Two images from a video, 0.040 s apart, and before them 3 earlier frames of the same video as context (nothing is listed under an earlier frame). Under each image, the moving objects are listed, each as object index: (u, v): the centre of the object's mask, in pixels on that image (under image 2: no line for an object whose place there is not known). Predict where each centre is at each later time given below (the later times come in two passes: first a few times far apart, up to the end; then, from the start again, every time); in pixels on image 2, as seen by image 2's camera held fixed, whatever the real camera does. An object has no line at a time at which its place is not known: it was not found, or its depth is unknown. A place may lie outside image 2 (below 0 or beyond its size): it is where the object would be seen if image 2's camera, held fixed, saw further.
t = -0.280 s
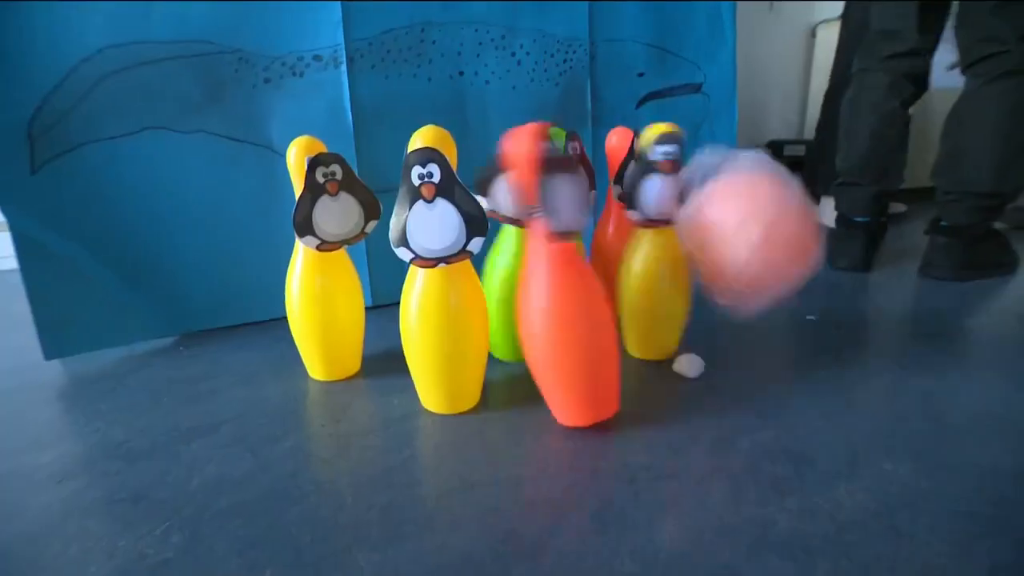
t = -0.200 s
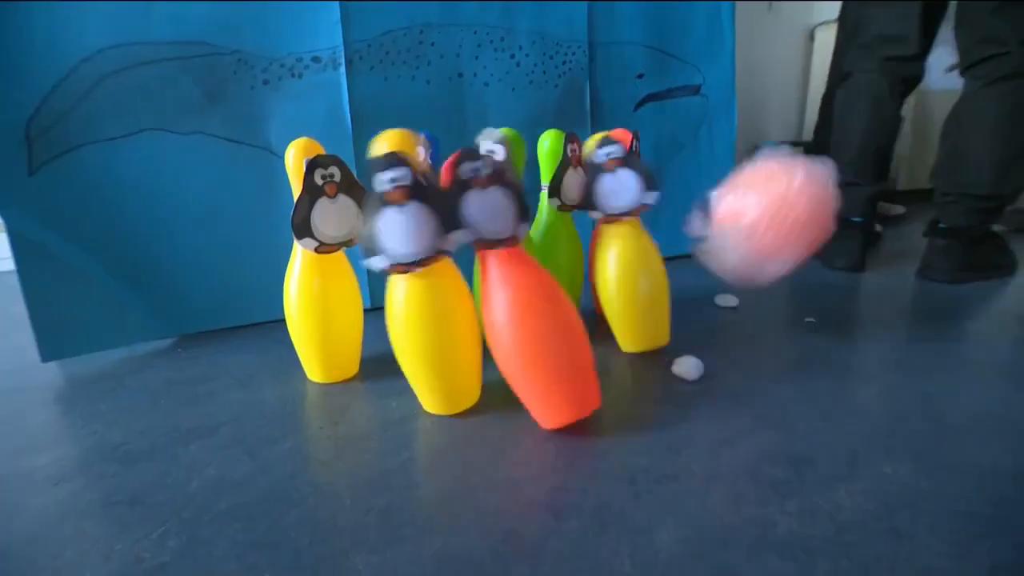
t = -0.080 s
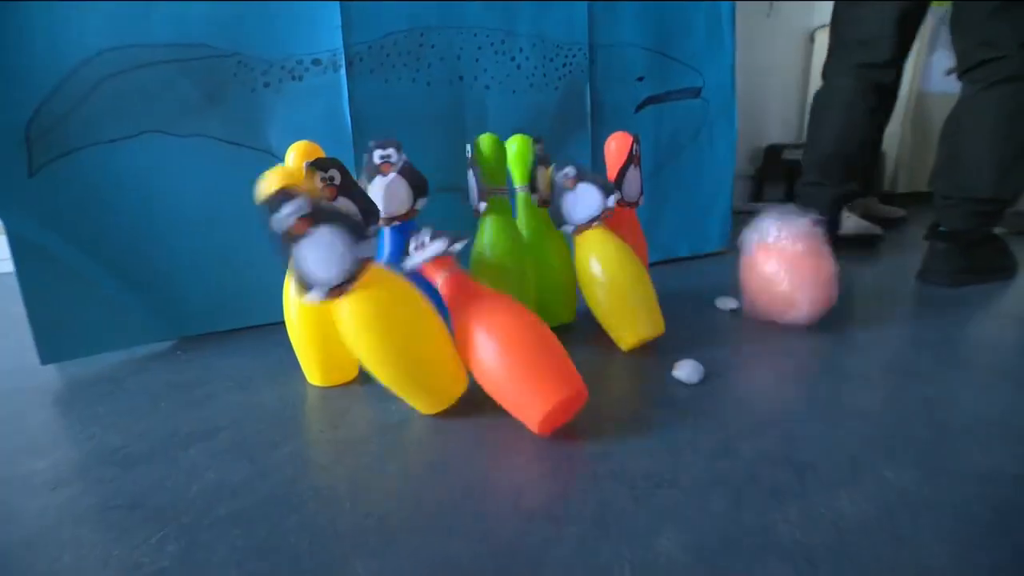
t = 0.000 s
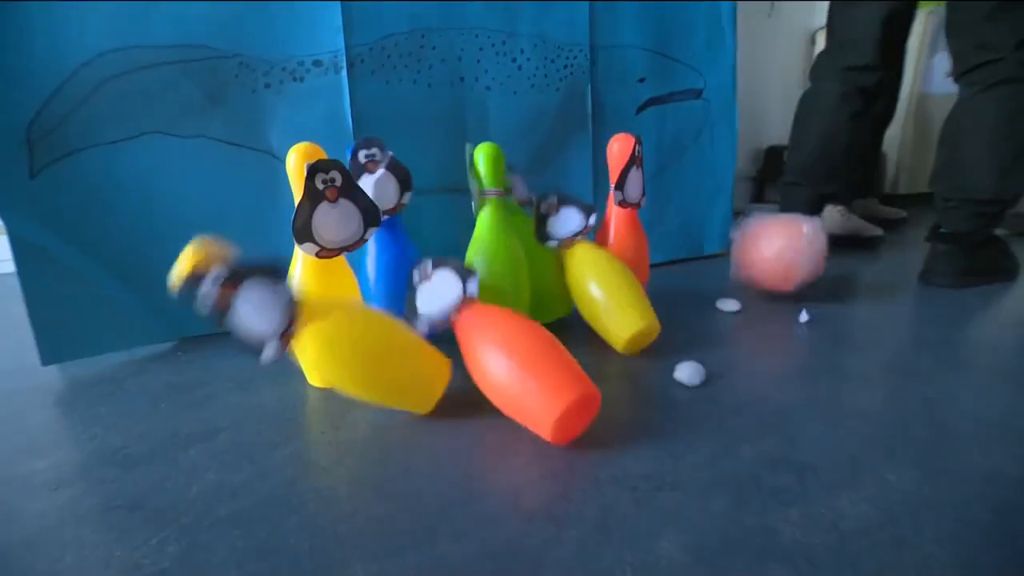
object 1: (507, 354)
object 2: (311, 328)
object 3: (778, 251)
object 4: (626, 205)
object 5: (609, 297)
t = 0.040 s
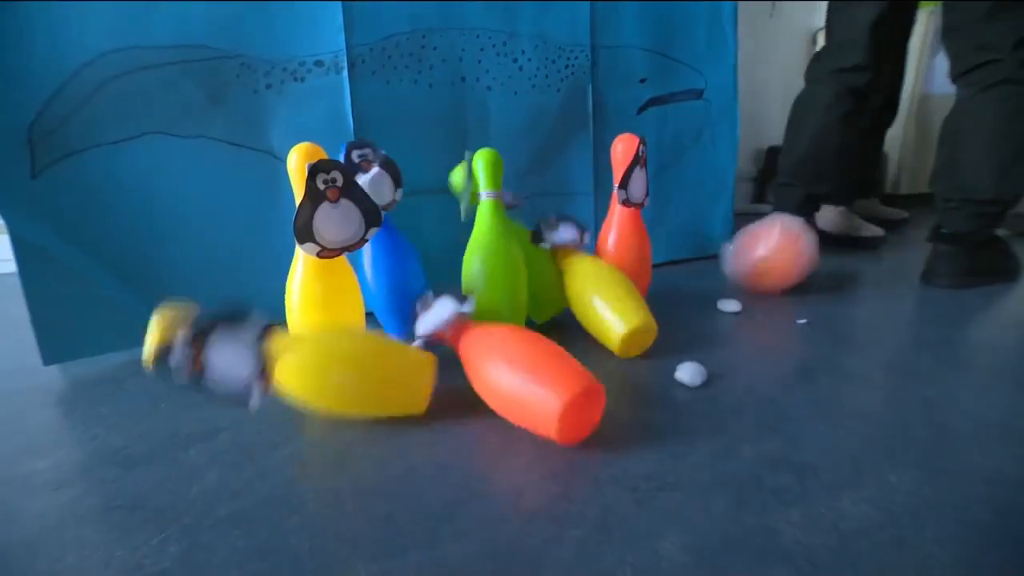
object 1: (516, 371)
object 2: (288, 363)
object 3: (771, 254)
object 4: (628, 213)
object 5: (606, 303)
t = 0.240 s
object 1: (502, 358)
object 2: (205, 351)
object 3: (776, 223)
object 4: (638, 220)
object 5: (609, 309)
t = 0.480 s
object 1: (478, 363)
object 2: (148, 403)
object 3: (788, 236)
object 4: (653, 227)
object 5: (604, 305)
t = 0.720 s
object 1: (472, 366)
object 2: (134, 429)
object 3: (799, 237)
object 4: (684, 245)
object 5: (602, 304)
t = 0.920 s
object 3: (809, 233)
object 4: (709, 269)
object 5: (614, 303)
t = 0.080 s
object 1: (518, 368)
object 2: (279, 387)
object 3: (769, 247)
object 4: (629, 219)
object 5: (606, 312)
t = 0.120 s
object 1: (509, 357)
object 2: (257, 359)
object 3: (767, 246)
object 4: (631, 219)
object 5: (609, 312)
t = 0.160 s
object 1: (505, 359)
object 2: (237, 347)
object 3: (771, 236)
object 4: (634, 219)
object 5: (607, 309)
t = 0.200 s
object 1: (503, 354)
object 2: (222, 351)
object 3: (773, 228)
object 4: (636, 220)
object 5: (604, 307)
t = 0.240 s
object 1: (502, 358)
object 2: (205, 351)
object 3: (776, 223)
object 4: (638, 220)
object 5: (609, 309)
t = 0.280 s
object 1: (500, 359)
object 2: (196, 366)
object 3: (777, 227)
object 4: (641, 221)
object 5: (608, 307)
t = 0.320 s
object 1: (498, 359)
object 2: (191, 390)
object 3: (780, 236)
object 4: (644, 220)
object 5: (612, 307)
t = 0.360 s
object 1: (492, 361)
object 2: (177, 396)
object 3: (781, 234)
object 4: (646, 221)
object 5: (610, 307)
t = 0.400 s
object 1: (486, 361)
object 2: (157, 397)
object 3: (783, 236)
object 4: (648, 223)
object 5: (607, 304)
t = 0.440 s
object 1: (481, 362)
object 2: (147, 397)
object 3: (786, 236)
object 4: (650, 225)
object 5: (605, 305)
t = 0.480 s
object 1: (478, 363)
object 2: (148, 403)
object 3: (788, 236)
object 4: (653, 227)
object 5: (604, 305)
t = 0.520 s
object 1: (473, 365)
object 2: (143, 417)
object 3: (790, 237)
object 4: (656, 229)
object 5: (603, 306)
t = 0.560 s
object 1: (474, 366)
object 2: (136, 419)
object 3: (792, 237)
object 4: (660, 231)
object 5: (602, 306)
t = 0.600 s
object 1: (472, 365)
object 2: (135, 423)
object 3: (794, 237)
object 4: (664, 232)
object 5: (601, 304)
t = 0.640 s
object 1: (472, 365)
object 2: (135, 423)
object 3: (796, 237)
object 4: (670, 234)
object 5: (601, 304)
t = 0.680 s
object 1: (472, 366)
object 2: (134, 426)
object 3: (798, 237)
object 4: (677, 239)
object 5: (601, 304)
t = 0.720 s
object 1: (472, 366)
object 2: (134, 429)
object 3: (799, 237)
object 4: (684, 245)
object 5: (602, 304)
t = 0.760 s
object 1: (472, 366)
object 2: (134, 430)
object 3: (801, 237)
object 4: (692, 255)
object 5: (604, 304)
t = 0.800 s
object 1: (471, 366)
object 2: (134, 431)
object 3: (805, 236)
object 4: (698, 270)
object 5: (605, 304)
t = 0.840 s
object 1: (472, 366)
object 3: (804, 237)
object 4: (704, 280)
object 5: (608, 304)
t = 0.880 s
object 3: (806, 235)
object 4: (714, 271)
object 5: (611, 304)
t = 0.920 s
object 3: (809, 233)
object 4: (709, 269)
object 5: (614, 303)
